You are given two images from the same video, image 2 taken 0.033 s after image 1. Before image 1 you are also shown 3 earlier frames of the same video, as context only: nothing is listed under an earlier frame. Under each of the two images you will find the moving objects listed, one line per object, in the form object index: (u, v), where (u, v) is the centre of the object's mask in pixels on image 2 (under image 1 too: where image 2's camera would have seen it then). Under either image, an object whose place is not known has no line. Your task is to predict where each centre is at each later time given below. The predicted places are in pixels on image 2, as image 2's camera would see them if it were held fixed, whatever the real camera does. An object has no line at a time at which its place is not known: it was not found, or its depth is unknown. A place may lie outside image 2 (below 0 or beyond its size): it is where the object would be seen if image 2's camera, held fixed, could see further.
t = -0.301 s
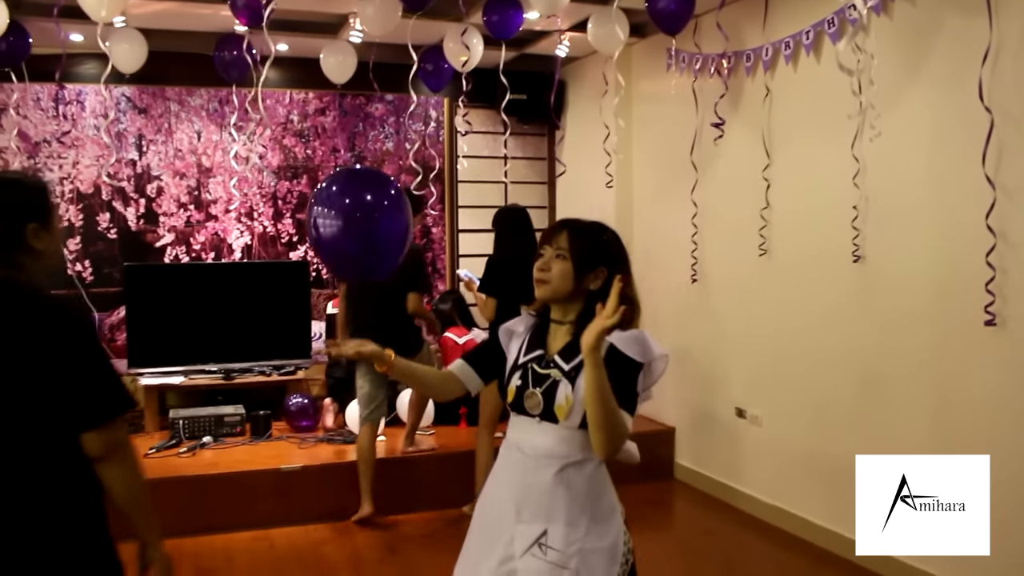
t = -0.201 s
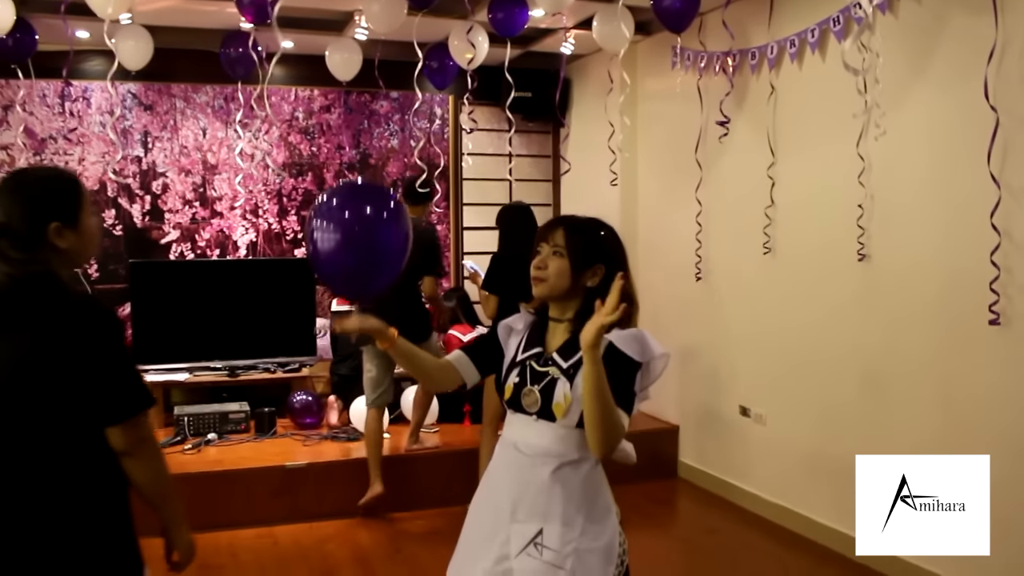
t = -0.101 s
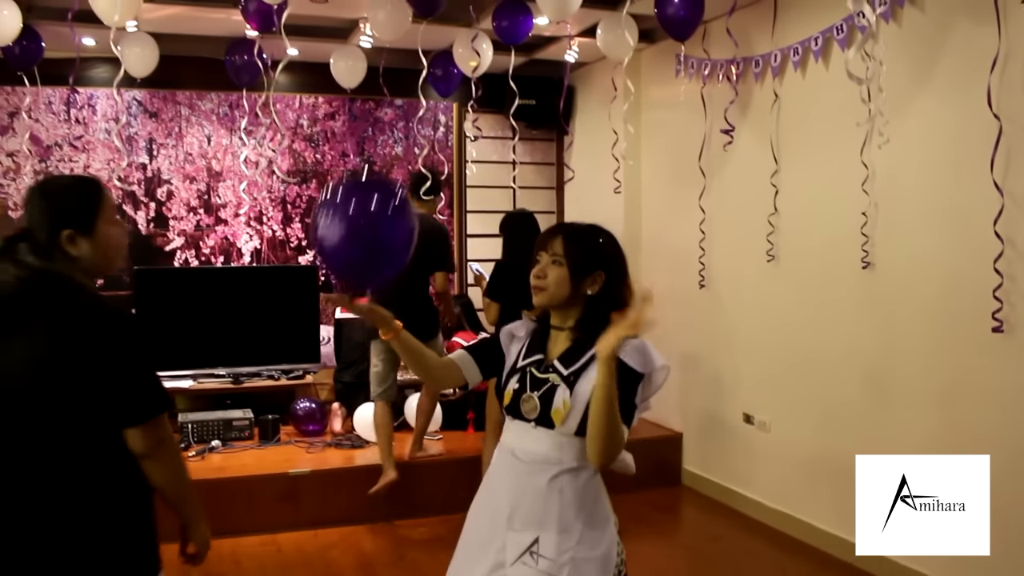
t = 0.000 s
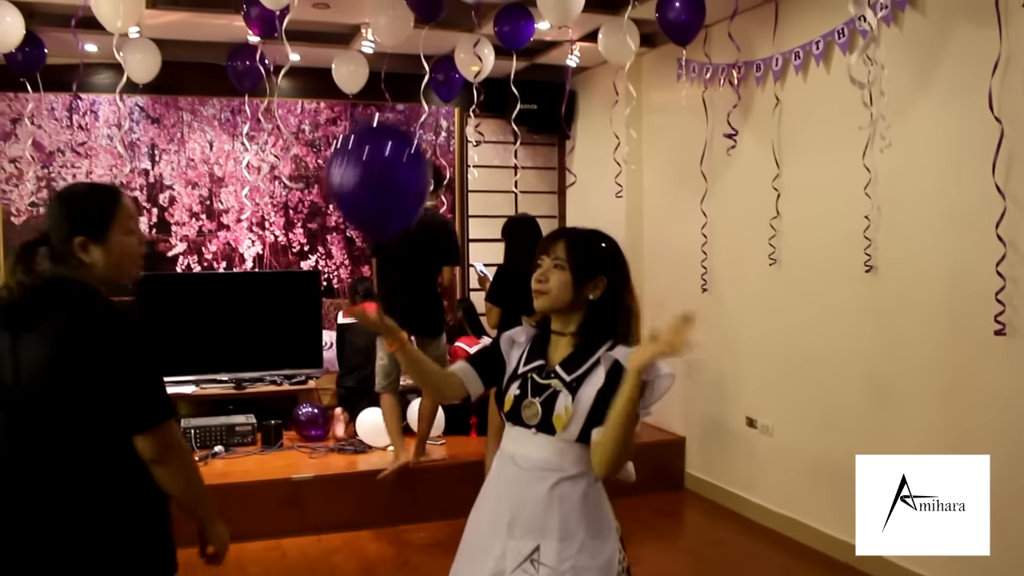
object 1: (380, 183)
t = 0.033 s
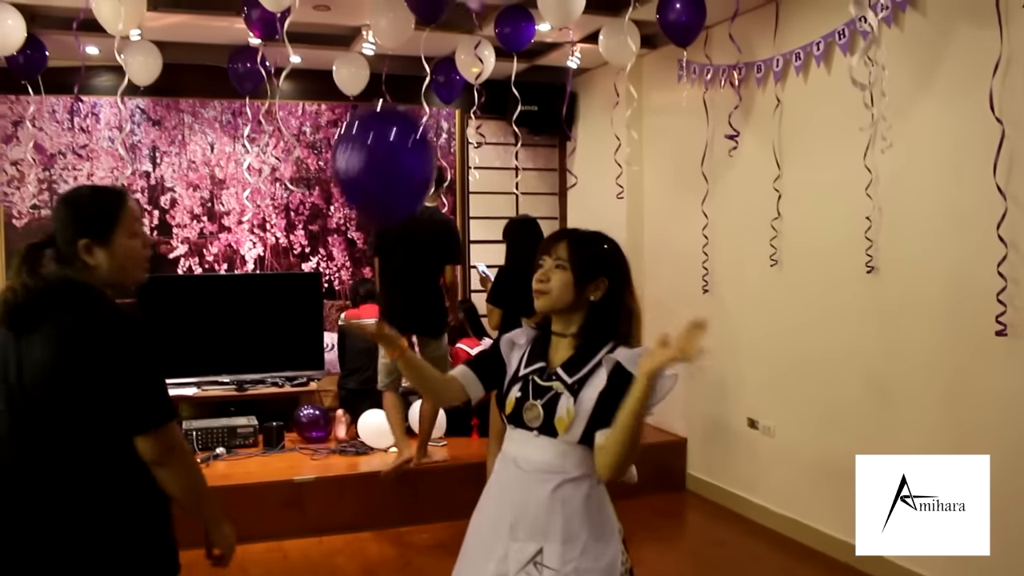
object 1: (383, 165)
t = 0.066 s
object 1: (387, 147)
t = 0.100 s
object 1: (391, 135)
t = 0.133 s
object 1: (395, 123)
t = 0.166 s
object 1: (398, 111)
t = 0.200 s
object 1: (401, 100)
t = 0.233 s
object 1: (404, 91)
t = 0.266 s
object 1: (407, 83)
